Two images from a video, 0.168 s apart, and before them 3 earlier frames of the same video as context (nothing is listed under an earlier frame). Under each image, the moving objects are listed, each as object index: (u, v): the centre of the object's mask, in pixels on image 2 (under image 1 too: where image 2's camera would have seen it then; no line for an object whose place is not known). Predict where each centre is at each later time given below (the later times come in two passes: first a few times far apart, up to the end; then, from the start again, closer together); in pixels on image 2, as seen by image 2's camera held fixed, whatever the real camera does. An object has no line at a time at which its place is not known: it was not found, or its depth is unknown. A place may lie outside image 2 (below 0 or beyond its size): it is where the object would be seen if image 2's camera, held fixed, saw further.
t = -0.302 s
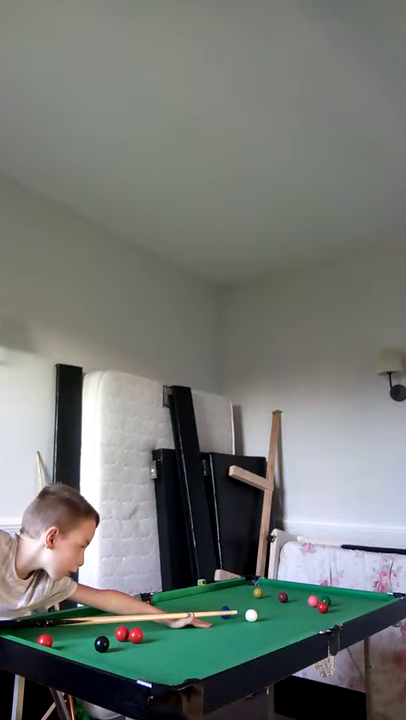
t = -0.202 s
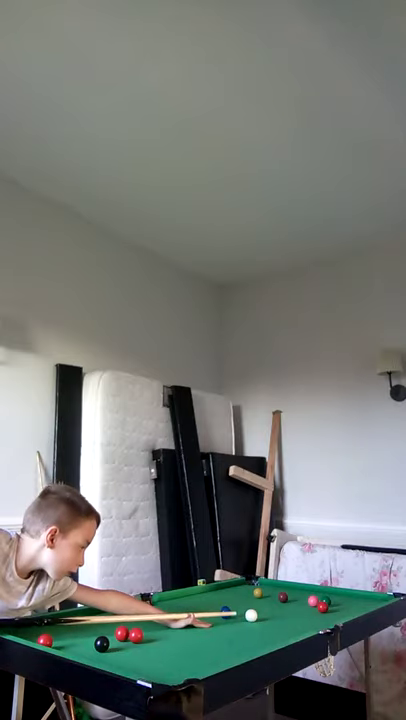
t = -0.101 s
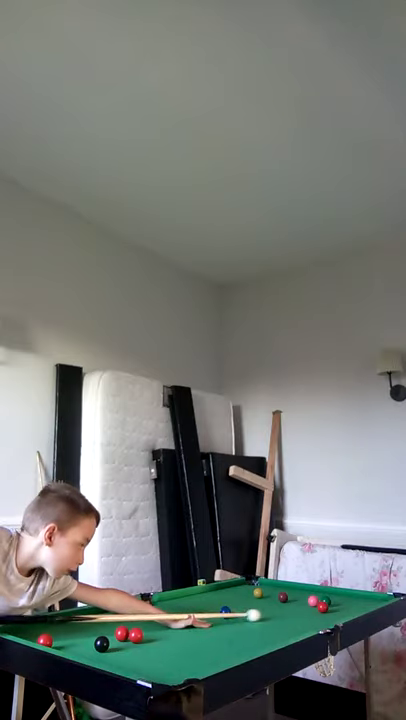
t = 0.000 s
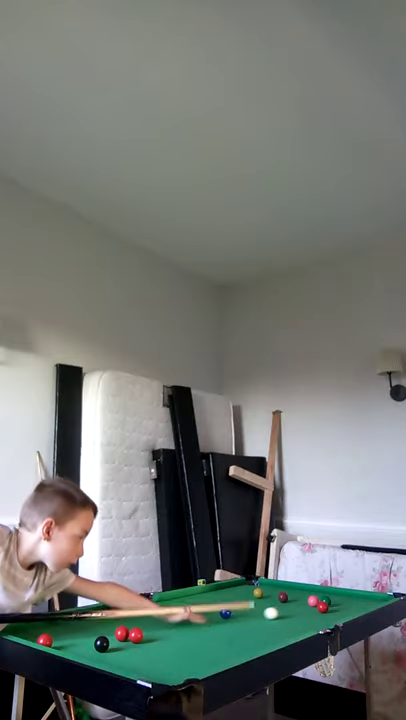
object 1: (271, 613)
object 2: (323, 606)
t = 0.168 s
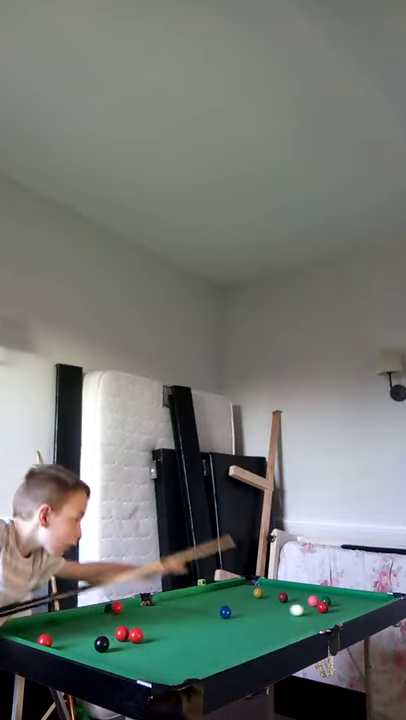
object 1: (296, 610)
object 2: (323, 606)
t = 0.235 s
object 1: (306, 609)
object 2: (323, 606)
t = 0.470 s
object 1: (319, 607)
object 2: (336, 605)
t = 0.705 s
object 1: (325, 607)
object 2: (351, 602)
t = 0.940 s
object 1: (328, 607)
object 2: (363, 601)
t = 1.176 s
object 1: (329, 607)
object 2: (373, 600)
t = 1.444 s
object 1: (329, 607)
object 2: (383, 598)
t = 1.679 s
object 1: (329, 607)
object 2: (389, 597)
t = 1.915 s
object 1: (329, 607)
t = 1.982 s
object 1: (329, 607)
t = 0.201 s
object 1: (301, 609)
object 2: (323, 606)
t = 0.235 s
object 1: (306, 609)
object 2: (323, 606)
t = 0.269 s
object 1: (310, 608)
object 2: (323, 606)
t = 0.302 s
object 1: (314, 608)
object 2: (324, 606)
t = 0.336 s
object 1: (315, 608)
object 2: (326, 605)
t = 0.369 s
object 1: (316, 608)
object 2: (329, 605)
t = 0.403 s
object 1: (317, 608)
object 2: (331, 605)
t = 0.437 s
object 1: (318, 608)
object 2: (333, 605)
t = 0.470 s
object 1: (319, 607)
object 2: (336, 605)
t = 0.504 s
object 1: (320, 607)
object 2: (338, 604)
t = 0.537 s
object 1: (321, 607)
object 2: (340, 604)
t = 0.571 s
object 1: (322, 607)
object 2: (342, 604)
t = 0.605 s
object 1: (323, 607)
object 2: (345, 604)
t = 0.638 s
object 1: (323, 607)
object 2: (347, 603)
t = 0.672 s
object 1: (324, 607)
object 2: (349, 603)
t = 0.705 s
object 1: (325, 607)
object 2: (351, 602)
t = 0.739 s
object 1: (325, 607)
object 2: (352, 602)
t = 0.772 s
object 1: (326, 607)
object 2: (354, 602)
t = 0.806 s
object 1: (327, 607)
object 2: (356, 602)
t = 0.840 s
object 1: (327, 607)
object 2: (358, 602)
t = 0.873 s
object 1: (327, 607)
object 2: (360, 602)
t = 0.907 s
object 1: (328, 607)
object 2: (361, 602)
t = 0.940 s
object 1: (328, 607)
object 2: (363, 601)
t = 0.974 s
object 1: (328, 607)
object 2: (365, 601)
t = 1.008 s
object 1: (329, 607)
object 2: (366, 601)
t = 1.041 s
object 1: (329, 607)
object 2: (368, 601)
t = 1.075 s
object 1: (329, 607)
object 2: (369, 601)
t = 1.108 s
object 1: (329, 607)
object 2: (370, 600)
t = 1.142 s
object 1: (329, 607)
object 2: (372, 600)
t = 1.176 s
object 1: (329, 607)
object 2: (373, 600)
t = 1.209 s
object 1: (329, 607)
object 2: (374, 600)
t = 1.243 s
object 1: (329, 607)
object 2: (375, 599)
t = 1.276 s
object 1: (329, 607)
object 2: (377, 599)
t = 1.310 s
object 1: (329, 607)
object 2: (378, 599)
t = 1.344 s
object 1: (329, 607)
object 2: (379, 599)
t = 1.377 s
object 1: (329, 607)
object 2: (381, 598)
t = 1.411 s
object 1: (329, 607)
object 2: (381, 598)
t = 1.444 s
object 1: (329, 607)
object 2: (383, 598)
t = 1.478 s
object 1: (329, 607)
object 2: (384, 598)
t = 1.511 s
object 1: (329, 607)
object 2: (385, 597)
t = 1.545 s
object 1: (329, 607)
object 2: (386, 597)
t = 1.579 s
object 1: (329, 607)
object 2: (386, 597)
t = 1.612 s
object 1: (329, 607)
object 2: (387, 597)
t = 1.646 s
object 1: (329, 607)
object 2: (388, 597)
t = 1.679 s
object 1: (329, 607)
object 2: (389, 597)
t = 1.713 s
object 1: (329, 607)
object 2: (391, 597)
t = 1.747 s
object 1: (329, 607)
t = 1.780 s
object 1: (329, 607)
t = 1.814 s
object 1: (329, 607)
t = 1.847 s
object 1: (329, 607)
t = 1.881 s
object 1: (329, 607)
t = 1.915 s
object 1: (329, 607)
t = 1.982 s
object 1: (329, 607)
